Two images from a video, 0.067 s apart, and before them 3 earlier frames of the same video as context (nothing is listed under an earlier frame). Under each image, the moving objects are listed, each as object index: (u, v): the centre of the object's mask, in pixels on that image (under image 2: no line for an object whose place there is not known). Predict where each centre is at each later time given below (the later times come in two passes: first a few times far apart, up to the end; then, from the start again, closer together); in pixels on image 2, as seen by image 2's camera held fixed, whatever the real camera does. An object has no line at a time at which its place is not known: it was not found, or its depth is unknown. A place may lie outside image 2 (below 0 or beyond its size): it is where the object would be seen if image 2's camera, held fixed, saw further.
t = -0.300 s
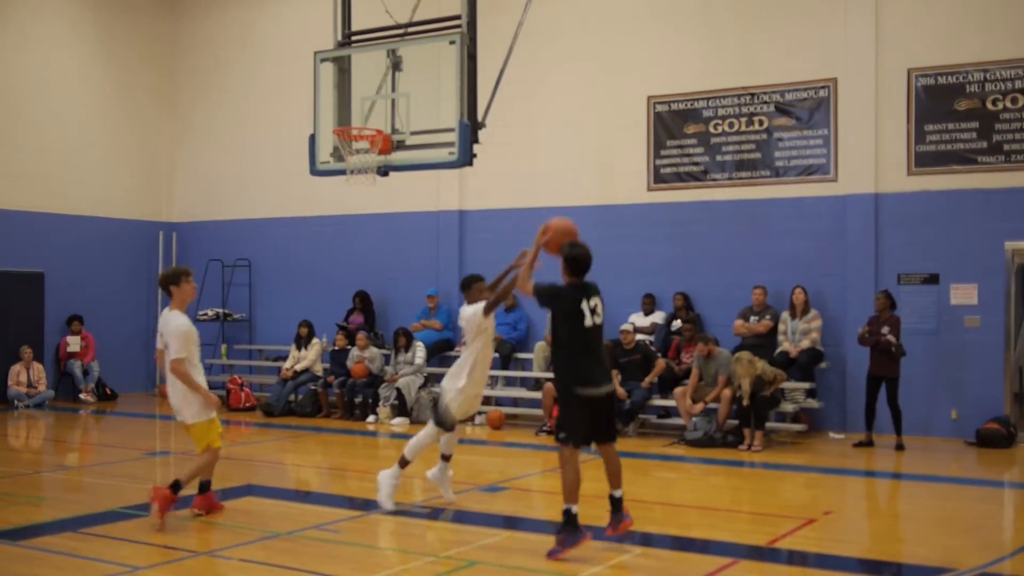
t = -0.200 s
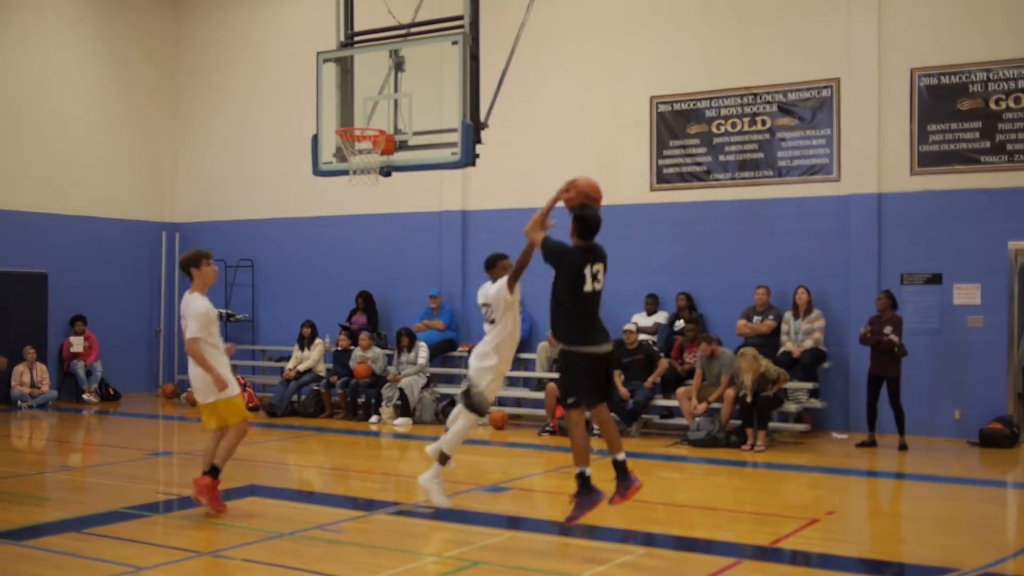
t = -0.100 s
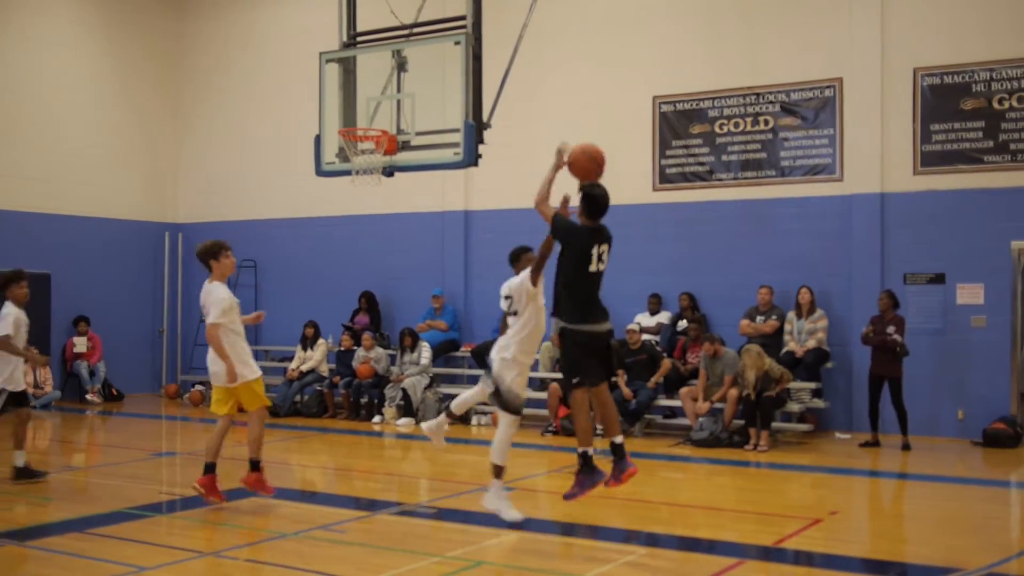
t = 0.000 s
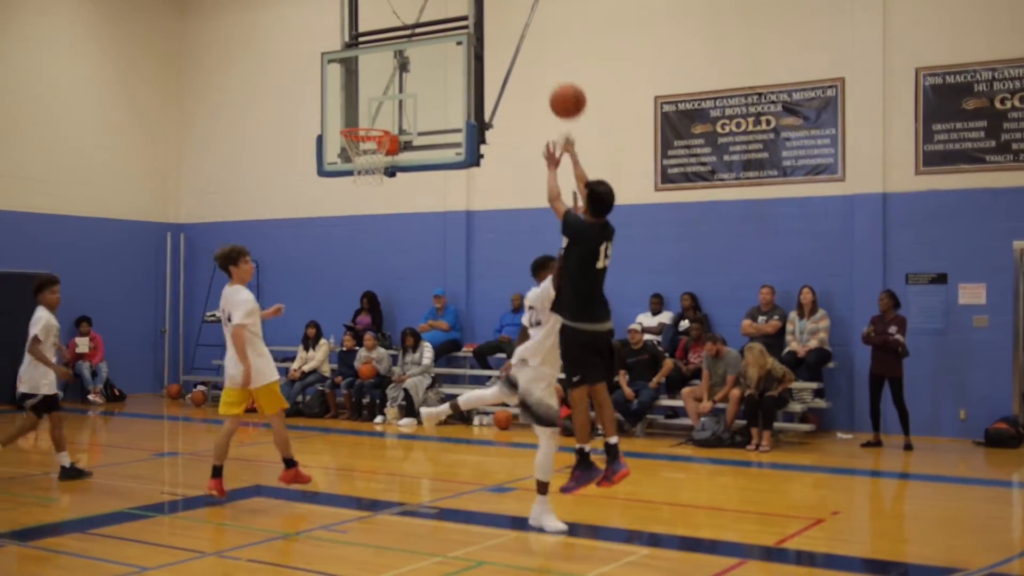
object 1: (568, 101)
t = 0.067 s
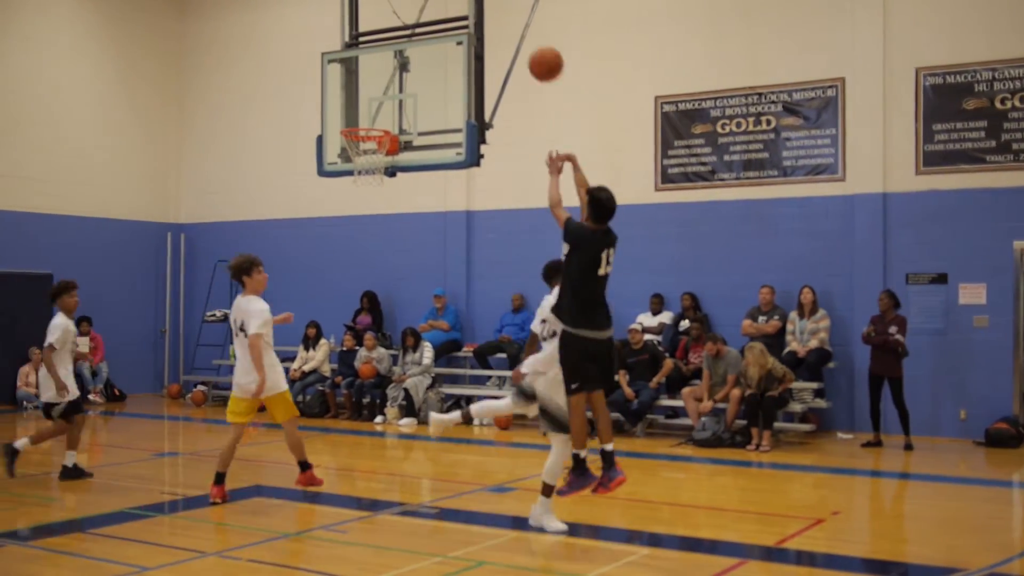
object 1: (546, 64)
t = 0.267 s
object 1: (488, 8)
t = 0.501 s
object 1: (434, 6)
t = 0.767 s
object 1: (384, 69)
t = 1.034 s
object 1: (368, 107)
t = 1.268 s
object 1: (361, 77)
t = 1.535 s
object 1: (353, 112)
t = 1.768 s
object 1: (381, 164)
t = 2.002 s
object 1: (402, 241)
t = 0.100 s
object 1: (535, 49)
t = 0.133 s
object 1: (525, 35)
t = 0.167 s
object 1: (515, 24)
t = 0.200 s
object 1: (506, 15)
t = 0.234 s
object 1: (497, 11)
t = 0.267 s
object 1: (488, 8)
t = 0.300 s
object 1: (480, 6)
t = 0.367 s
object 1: (464, 3)
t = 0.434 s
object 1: (448, 4)
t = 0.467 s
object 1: (441, 4)
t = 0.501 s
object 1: (434, 6)
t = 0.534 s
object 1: (427, 8)
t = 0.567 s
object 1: (420, 12)
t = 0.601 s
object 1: (414, 19)
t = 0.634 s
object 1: (407, 27)
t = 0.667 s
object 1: (401, 36)
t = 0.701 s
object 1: (395, 46)
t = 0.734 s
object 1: (390, 58)
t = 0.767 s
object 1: (384, 69)
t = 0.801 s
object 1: (378, 82)
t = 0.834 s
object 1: (373, 96)
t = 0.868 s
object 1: (368, 111)
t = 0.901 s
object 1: (363, 122)
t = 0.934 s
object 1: (364, 122)
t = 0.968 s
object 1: (368, 121)
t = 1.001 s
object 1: (369, 116)
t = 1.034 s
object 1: (368, 107)
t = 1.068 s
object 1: (367, 99)
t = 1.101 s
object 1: (365, 93)
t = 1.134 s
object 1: (365, 87)
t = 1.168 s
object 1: (364, 83)
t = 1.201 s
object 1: (363, 80)
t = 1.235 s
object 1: (362, 78)
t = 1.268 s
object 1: (361, 77)
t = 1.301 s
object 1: (360, 78)
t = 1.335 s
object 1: (358, 80)
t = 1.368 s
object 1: (358, 82)
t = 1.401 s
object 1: (357, 86)
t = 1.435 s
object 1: (356, 91)
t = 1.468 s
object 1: (355, 96)
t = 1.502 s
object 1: (354, 104)
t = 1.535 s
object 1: (353, 112)
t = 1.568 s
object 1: (352, 120)
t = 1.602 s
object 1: (355, 126)
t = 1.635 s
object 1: (359, 134)
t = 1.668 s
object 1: (363, 140)
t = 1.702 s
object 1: (370, 147)
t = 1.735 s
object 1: (375, 156)
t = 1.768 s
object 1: (381, 164)
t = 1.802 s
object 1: (384, 172)
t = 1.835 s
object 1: (386, 181)
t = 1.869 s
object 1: (389, 190)
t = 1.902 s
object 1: (392, 201)
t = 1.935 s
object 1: (396, 213)
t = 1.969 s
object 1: (399, 227)
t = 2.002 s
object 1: (402, 241)
